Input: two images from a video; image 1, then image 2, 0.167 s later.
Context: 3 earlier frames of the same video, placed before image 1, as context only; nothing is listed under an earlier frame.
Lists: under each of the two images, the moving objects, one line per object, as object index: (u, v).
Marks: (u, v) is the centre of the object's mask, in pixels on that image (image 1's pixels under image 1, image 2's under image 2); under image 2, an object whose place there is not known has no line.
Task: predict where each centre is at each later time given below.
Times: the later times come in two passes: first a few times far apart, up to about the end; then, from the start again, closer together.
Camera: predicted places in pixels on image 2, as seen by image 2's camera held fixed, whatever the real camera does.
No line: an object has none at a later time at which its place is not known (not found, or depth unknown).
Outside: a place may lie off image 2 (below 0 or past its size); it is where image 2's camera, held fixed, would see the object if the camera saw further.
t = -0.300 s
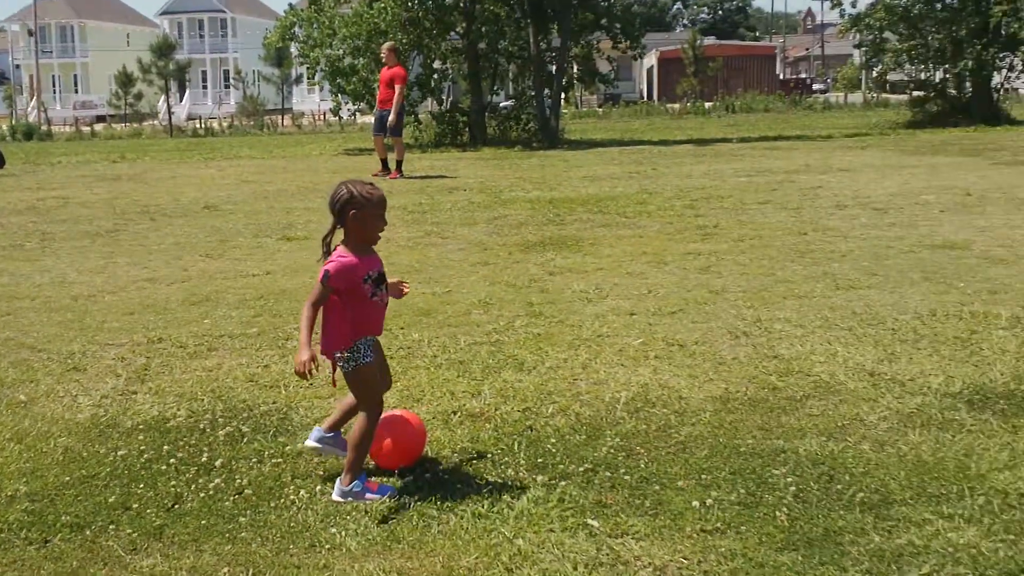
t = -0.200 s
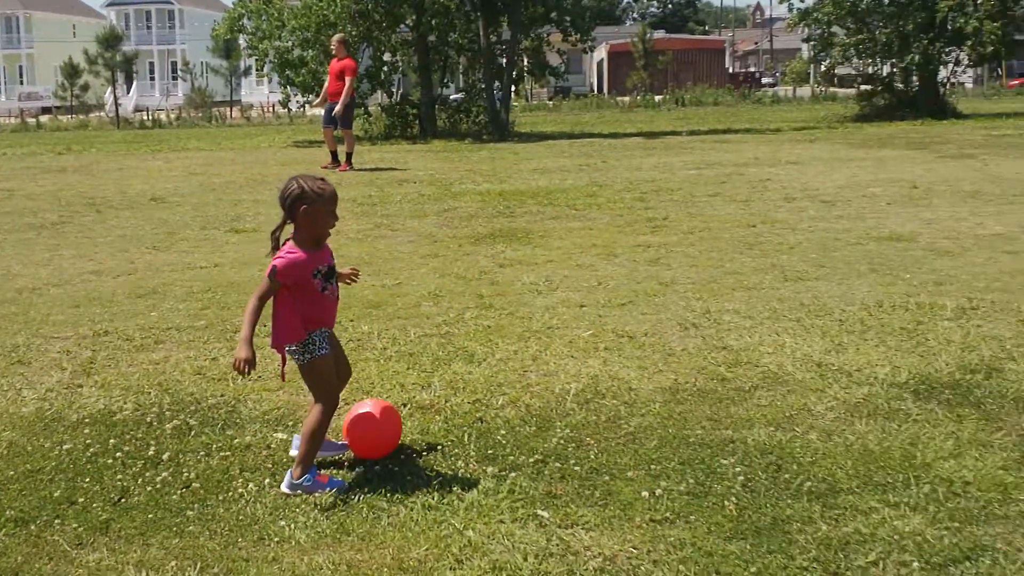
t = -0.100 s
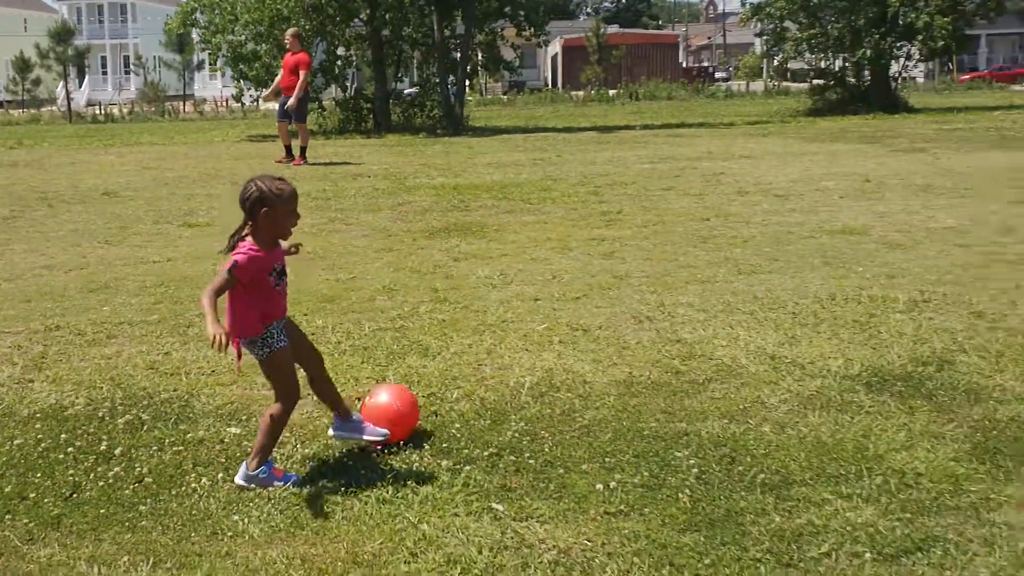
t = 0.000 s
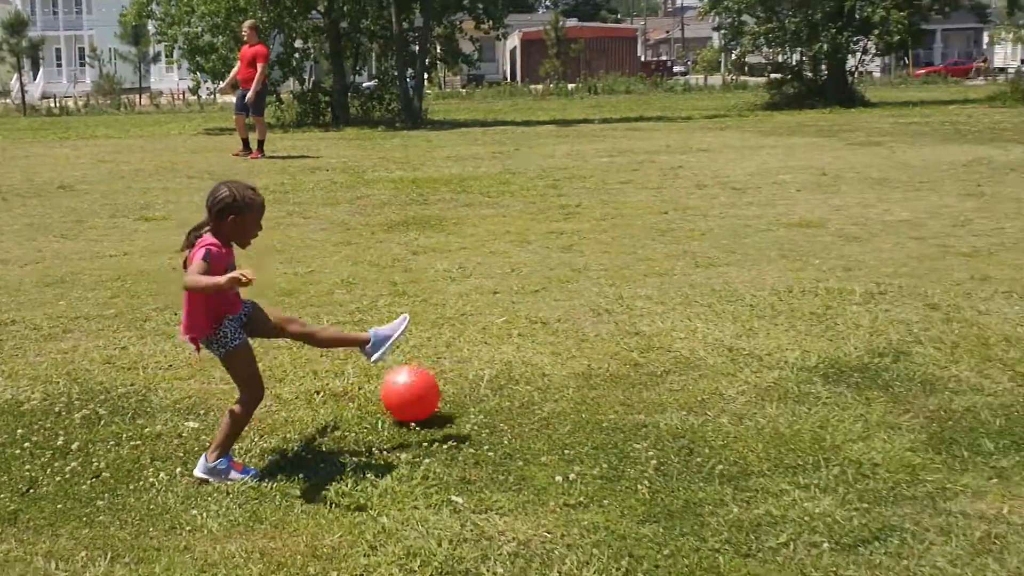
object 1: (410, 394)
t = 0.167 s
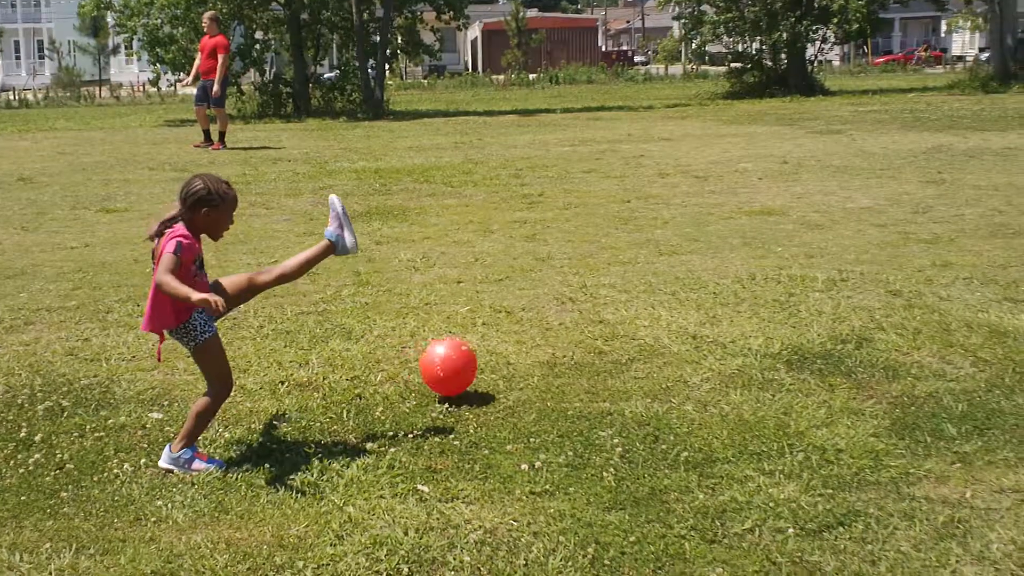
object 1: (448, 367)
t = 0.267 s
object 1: (486, 371)
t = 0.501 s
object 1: (562, 356)
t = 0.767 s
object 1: (636, 347)
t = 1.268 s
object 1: (747, 336)
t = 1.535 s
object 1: (792, 333)
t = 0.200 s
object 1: (461, 365)
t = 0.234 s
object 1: (474, 368)
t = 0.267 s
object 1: (486, 371)
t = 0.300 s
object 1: (498, 368)
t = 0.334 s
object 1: (509, 363)
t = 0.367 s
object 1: (520, 363)
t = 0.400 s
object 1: (532, 363)
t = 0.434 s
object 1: (542, 360)
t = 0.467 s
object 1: (552, 357)
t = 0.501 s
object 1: (562, 356)
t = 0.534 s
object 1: (572, 356)
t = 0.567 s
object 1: (582, 356)
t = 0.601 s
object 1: (591, 354)
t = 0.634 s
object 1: (600, 351)
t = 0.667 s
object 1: (609, 349)
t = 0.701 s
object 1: (619, 349)
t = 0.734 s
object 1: (627, 349)
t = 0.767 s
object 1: (636, 347)
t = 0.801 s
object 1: (645, 346)
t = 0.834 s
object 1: (654, 346)
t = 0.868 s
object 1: (663, 346)
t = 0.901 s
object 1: (671, 344)
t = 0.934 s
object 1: (679, 342)
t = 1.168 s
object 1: (729, 339)
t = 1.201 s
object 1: (735, 337)
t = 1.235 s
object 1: (741, 336)
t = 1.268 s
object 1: (747, 336)
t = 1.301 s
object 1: (753, 336)
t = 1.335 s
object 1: (759, 336)
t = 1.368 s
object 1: (765, 335)
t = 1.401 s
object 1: (771, 334)
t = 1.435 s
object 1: (776, 333)
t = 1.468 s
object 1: (781, 334)
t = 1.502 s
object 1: (787, 334)
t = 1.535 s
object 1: (792, 333)
